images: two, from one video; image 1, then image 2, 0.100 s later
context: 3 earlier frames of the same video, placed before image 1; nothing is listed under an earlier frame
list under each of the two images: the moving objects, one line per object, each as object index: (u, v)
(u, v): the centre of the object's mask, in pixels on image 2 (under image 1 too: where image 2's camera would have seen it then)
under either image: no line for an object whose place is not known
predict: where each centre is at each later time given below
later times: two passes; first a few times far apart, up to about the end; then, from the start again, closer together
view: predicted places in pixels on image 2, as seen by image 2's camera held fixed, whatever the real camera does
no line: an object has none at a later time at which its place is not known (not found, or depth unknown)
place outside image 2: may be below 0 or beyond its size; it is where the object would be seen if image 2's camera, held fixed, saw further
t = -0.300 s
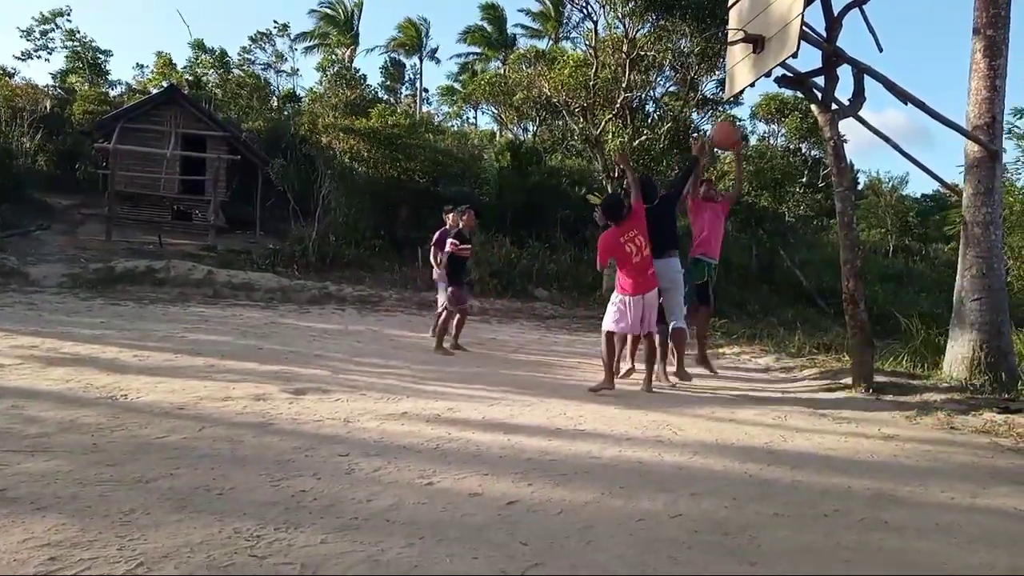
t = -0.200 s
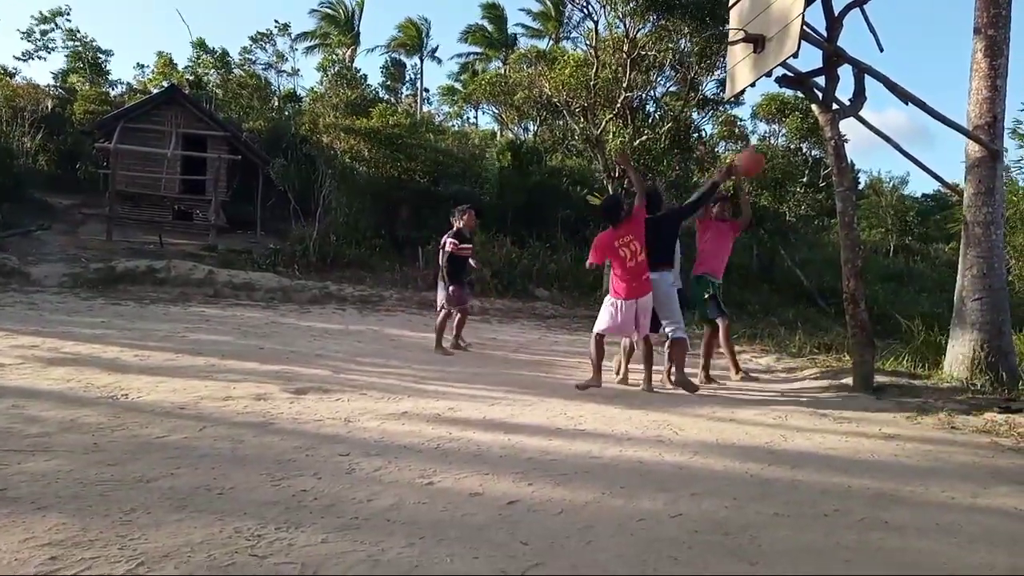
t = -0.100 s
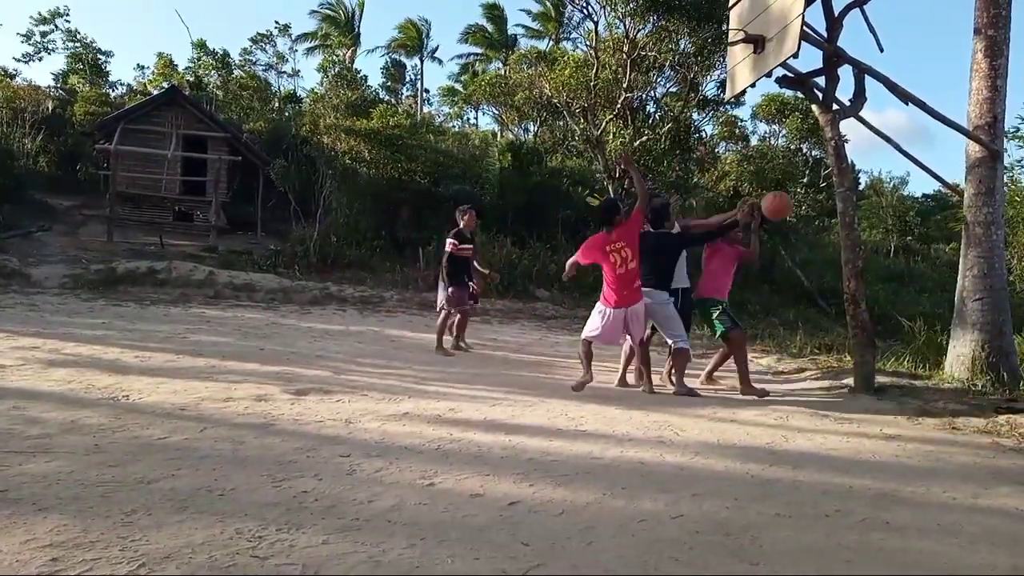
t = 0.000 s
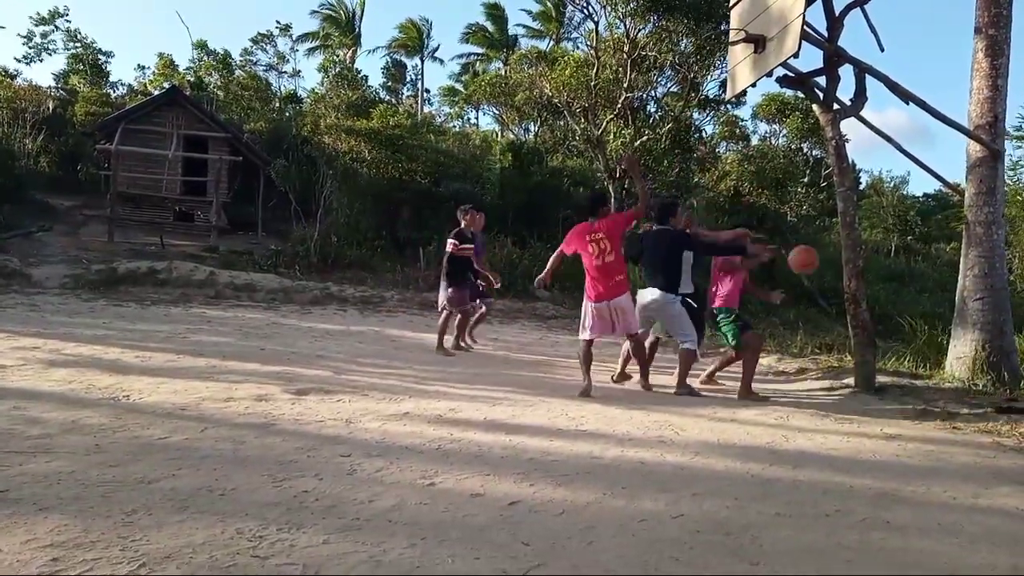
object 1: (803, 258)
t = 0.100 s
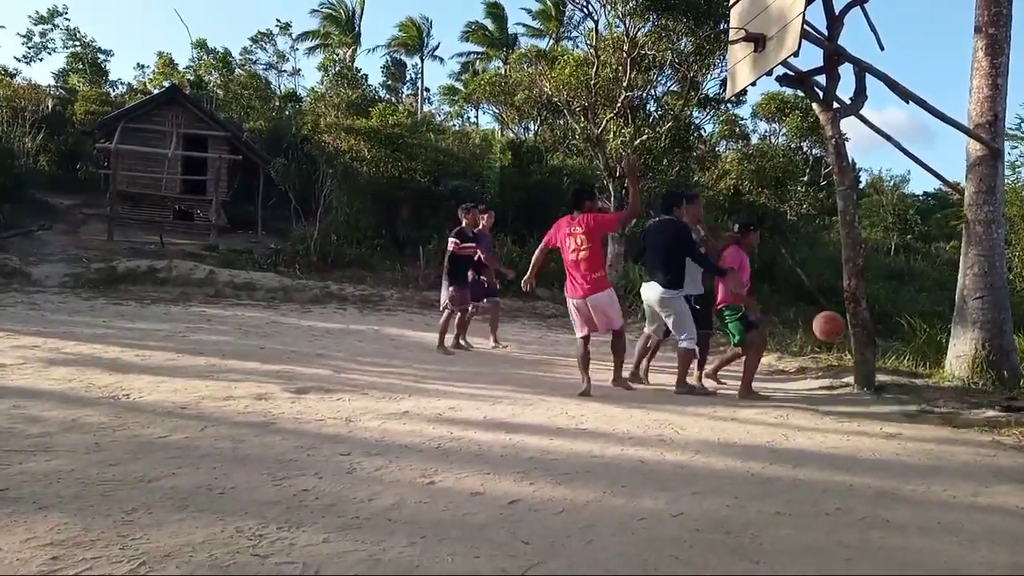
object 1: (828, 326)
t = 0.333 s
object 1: (873, 313)
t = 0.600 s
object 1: (877, 286)
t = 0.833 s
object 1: (885, 325)
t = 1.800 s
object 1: (1042, 377)
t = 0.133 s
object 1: (837, 350)
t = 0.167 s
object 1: (843, 369)
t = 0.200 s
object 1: (848, 347)
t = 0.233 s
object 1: (848, 337)
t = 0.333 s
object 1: (873, 313)
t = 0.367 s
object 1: (874, 305)
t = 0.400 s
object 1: (873, 298)
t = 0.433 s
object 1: (874, 293)
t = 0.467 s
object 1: (874, 289)
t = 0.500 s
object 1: (875, 287)
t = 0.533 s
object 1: (875, 286)
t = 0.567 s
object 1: (876, 285)
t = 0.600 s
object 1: (877, 286)
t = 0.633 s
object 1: (878, 287)
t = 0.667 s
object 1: (879, 291)
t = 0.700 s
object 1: (880, 295)
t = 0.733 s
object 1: (881, 301)
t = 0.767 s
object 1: (882, 307)
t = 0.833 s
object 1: (885, 325)
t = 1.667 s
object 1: (1024, 367)
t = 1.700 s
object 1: (1027, 367)
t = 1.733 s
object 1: (1031, 371)
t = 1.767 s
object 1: (1036, 374)
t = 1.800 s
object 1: (1042, 377)
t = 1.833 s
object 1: (1049, 381)
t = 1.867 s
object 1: (1055, 384)
